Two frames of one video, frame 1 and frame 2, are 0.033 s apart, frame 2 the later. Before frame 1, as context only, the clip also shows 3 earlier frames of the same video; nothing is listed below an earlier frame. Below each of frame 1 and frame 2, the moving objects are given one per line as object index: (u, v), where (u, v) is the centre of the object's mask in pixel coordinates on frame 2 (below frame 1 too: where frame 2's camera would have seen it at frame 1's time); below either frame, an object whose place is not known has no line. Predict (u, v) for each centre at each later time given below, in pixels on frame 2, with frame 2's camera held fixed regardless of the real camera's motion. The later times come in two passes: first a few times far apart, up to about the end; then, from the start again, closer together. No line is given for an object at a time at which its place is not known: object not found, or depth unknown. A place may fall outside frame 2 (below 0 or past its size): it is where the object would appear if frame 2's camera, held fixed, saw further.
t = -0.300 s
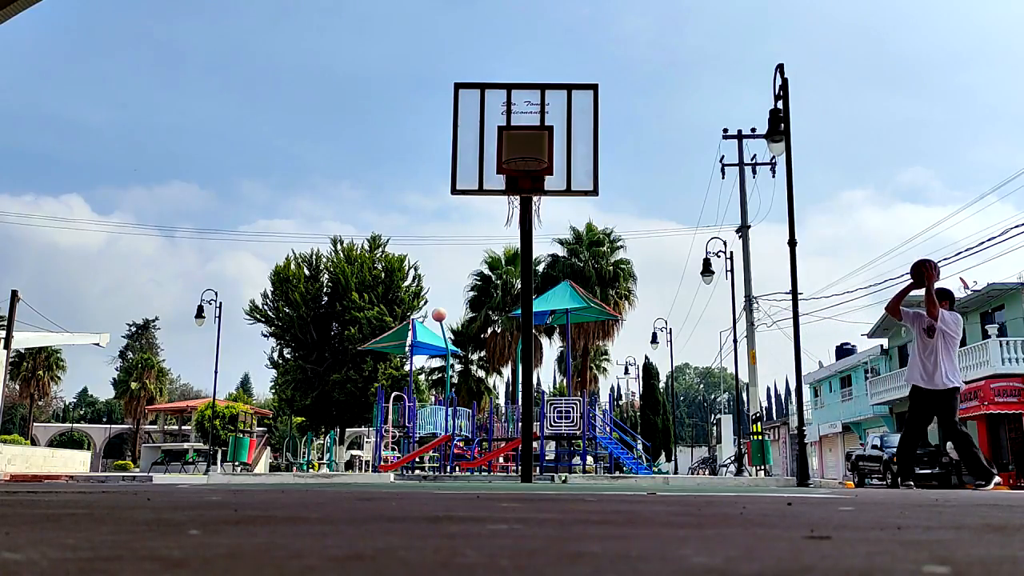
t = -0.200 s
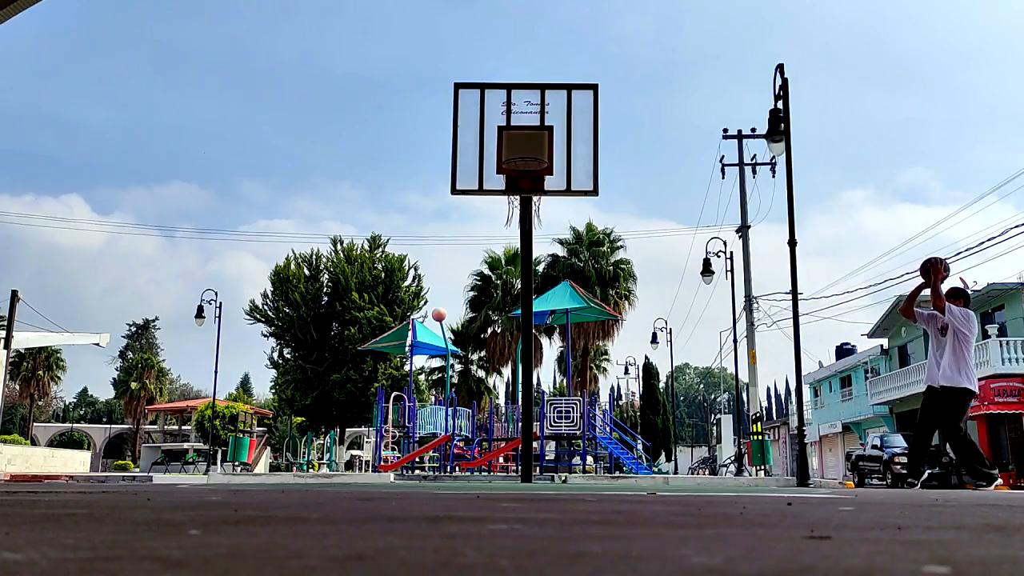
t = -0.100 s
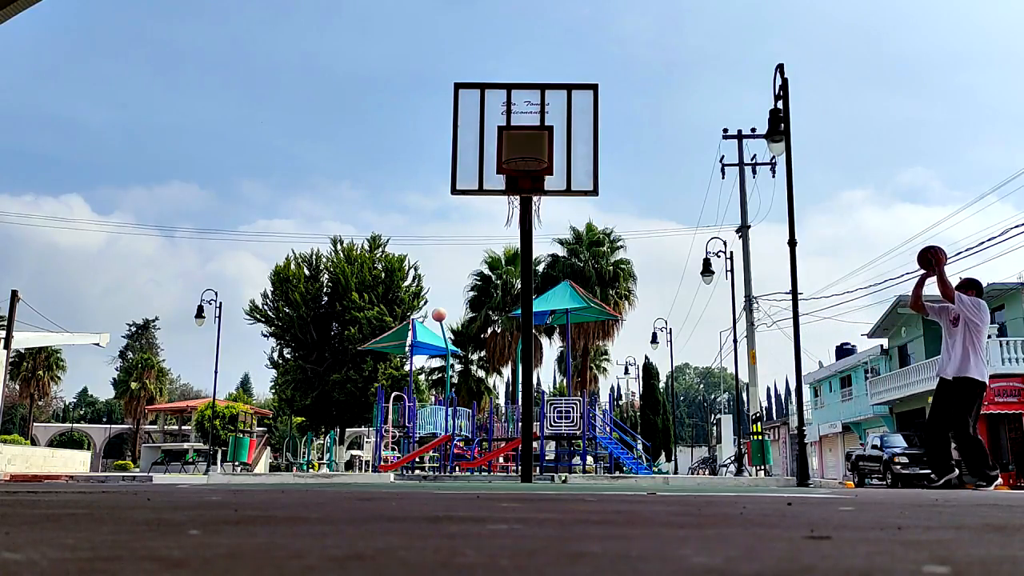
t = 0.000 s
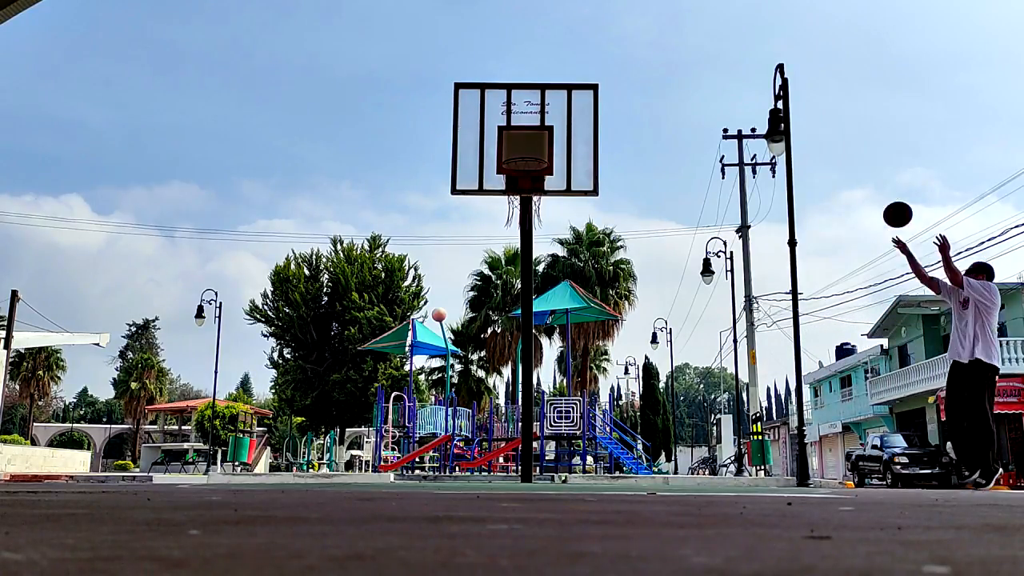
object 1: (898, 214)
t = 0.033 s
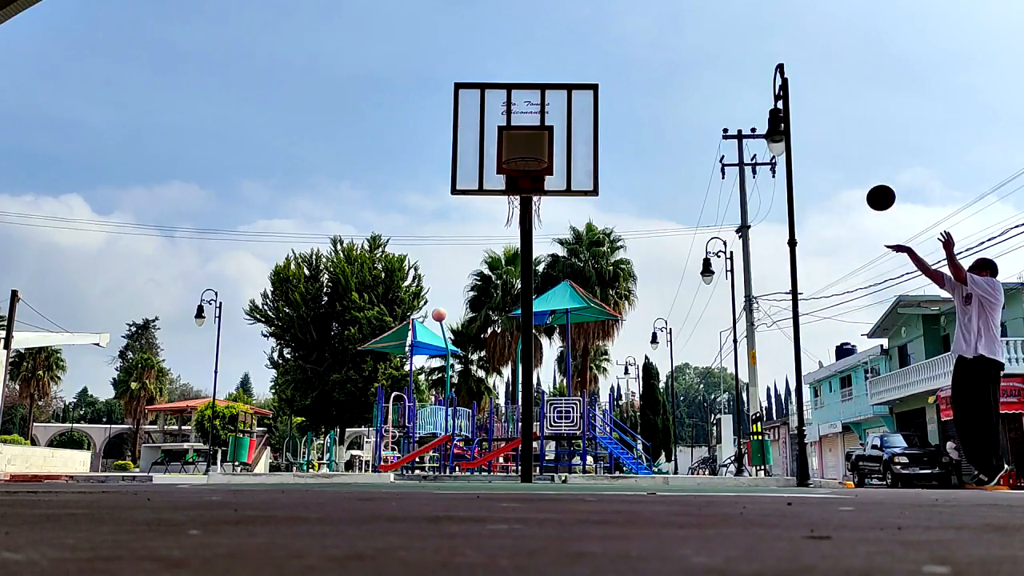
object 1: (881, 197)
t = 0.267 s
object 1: (771, 117)
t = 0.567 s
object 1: (643, 96)
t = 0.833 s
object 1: (536, 149)
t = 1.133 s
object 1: (516, 218)
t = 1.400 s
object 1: (535, 314)
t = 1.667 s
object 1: (552, 473)
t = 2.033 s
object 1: (605, 346)
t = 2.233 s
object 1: (632, 330)
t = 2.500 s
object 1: (668, 366)
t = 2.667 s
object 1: (692, 422)
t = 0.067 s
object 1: (864, 182)
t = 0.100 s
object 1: (848, 168)
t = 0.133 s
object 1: (832, 155)
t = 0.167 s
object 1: (816, 144)
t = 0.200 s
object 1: (802, 133)
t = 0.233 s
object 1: (791, 124)
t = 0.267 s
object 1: (771, 117)
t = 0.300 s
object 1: (756, 110)
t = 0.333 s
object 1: (741, 104)
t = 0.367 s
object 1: (727, 100)
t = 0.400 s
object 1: (713, 96)
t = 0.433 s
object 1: (698, 94)
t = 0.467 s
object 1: (684, 93)
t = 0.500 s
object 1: (671, 93)
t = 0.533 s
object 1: (657, 93)
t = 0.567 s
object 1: (643, 96)
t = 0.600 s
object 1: (630, 98)
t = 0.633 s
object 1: (616, 102)
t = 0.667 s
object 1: (603, 108)
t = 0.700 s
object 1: (589, 114)
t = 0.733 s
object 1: (576, 121)
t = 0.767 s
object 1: (563, 129)
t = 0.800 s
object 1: (550, 138)
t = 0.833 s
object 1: (536, 149)
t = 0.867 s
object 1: (523, 159)
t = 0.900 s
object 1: (513, 167)
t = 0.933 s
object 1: (506, 179)
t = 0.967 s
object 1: (504, 188)
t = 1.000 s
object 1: (505, 194)
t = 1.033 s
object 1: (507, 200)
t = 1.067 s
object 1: (510, 204)
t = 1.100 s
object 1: (513, 210)
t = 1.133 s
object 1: (516, 218)
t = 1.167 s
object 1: (518, 226)
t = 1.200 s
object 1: (520, 235)
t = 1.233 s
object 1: (523, 246)
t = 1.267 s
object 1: (526, 257)
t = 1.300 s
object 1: (528, 270)
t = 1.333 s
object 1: (530, 284)
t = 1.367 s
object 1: (532, 298)
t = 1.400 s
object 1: (535, 314)
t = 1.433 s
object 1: (537, 330)
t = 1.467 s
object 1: (539, 347)
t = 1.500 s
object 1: (541, 366)
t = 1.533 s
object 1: (544, 386)
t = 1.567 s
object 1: (546, 408)
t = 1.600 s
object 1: (548, 430)
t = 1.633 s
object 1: (549, 452)
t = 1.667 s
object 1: (552, 473)
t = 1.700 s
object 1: (557, 456)
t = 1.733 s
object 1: (562, 441)
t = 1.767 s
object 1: (567, 425)
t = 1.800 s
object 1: (572, 411)
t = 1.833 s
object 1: (577, 399)
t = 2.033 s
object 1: (605, 346)
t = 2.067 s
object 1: (609, 341)
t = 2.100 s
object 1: (614, 336)
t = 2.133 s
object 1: (619, 333)
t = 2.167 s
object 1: (623, 331)
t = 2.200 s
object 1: (628, 330)
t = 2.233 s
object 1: (632, 330)
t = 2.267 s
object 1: (637, 331)
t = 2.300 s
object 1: (641, 333)
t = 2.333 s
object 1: (645, 336)
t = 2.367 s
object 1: (650, 340)
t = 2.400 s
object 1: (655, 345)
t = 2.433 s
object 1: (659, 351)
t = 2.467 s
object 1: (664, 358)
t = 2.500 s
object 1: (668, 366)
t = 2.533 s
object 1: (673, 375)
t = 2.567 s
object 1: (678, 385)
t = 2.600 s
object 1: (682, 397)
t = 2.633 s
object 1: (687, 409)
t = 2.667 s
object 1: (692, 422)
